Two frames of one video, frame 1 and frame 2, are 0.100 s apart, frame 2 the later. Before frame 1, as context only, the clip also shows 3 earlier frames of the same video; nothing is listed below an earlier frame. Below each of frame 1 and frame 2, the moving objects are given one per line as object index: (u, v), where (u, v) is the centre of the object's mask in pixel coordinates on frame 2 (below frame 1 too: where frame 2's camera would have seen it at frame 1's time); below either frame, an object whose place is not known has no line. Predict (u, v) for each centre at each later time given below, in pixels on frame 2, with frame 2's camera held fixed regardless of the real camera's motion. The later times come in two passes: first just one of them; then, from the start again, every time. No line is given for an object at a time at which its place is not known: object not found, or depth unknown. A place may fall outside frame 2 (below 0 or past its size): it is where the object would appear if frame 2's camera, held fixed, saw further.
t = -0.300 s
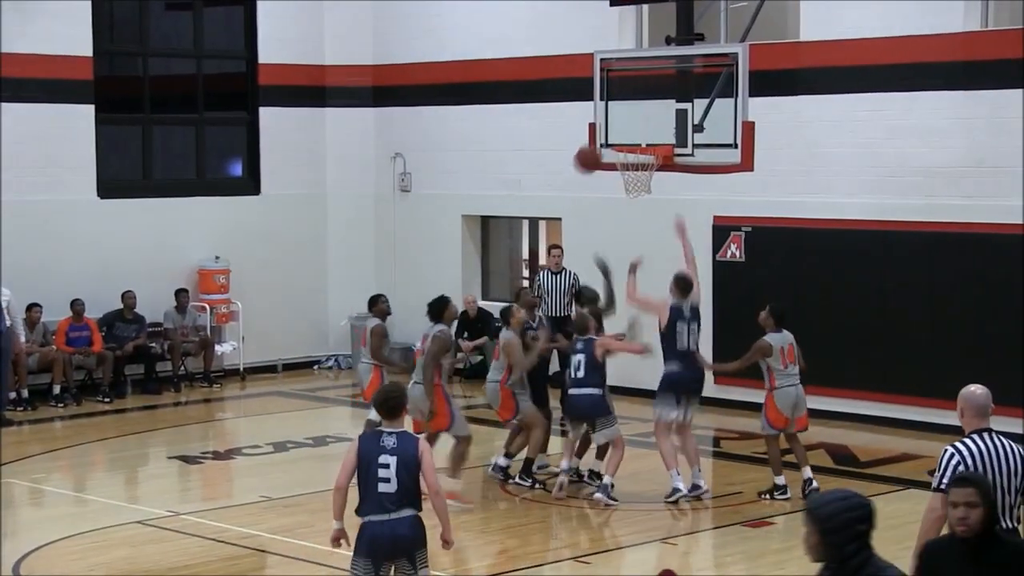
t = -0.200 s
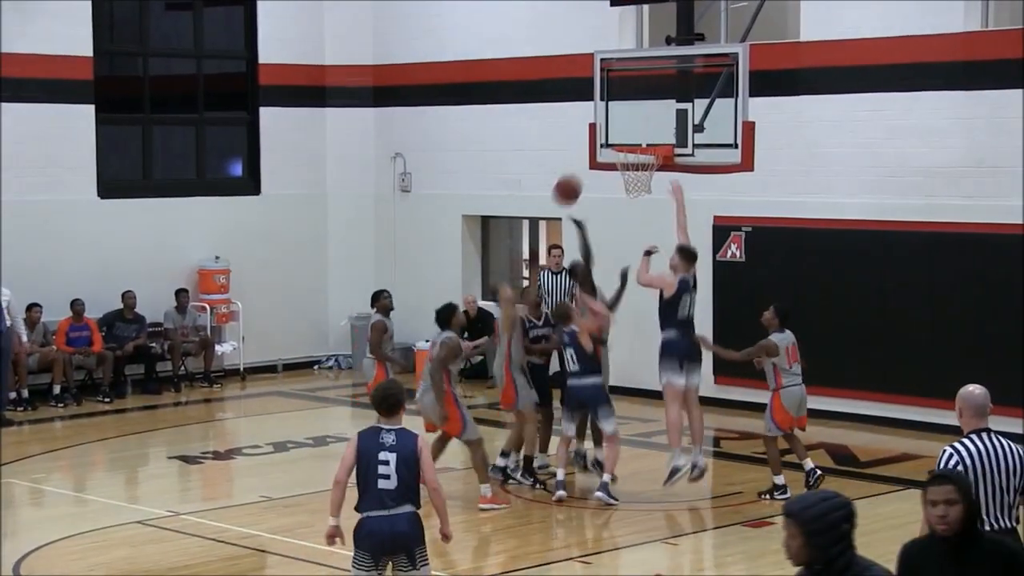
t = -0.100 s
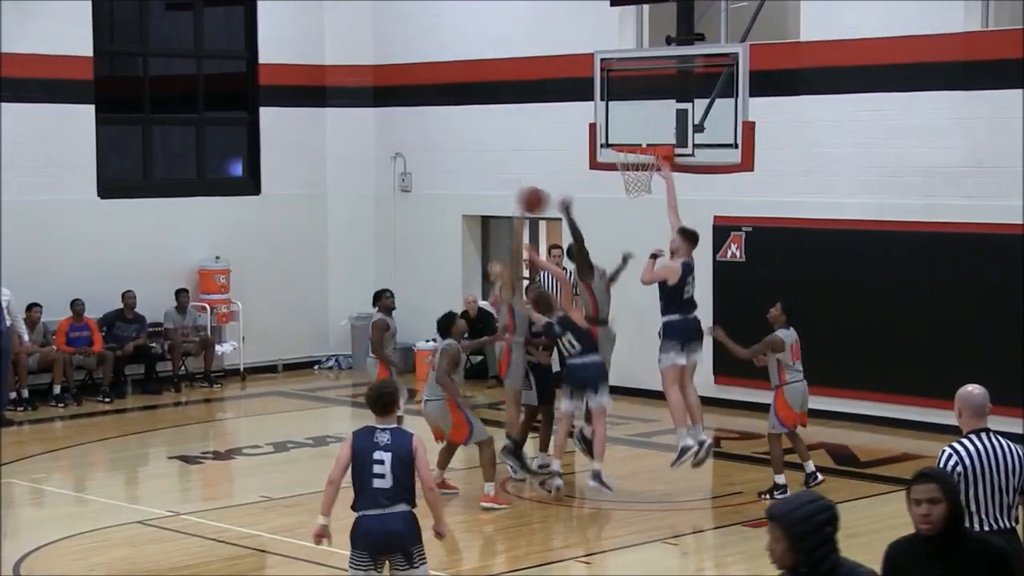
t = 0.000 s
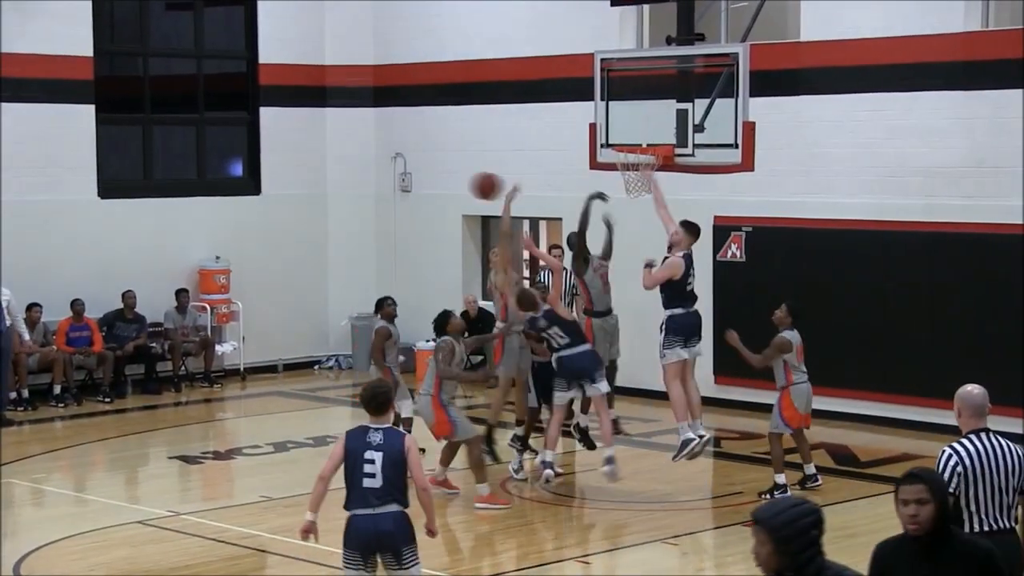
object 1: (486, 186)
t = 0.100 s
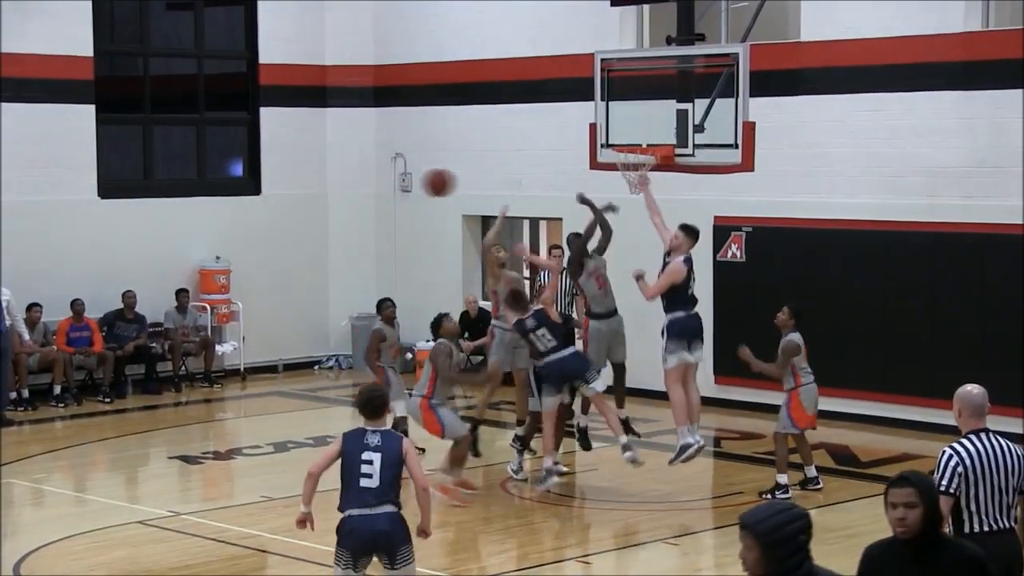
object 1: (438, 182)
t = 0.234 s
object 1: (372, 197)
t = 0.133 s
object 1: (423, 184)
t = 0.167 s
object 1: (405, 187)
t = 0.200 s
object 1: (388, 192)
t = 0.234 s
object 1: (372, 197)
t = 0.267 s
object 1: (355, 204)
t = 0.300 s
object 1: (338, 212)
